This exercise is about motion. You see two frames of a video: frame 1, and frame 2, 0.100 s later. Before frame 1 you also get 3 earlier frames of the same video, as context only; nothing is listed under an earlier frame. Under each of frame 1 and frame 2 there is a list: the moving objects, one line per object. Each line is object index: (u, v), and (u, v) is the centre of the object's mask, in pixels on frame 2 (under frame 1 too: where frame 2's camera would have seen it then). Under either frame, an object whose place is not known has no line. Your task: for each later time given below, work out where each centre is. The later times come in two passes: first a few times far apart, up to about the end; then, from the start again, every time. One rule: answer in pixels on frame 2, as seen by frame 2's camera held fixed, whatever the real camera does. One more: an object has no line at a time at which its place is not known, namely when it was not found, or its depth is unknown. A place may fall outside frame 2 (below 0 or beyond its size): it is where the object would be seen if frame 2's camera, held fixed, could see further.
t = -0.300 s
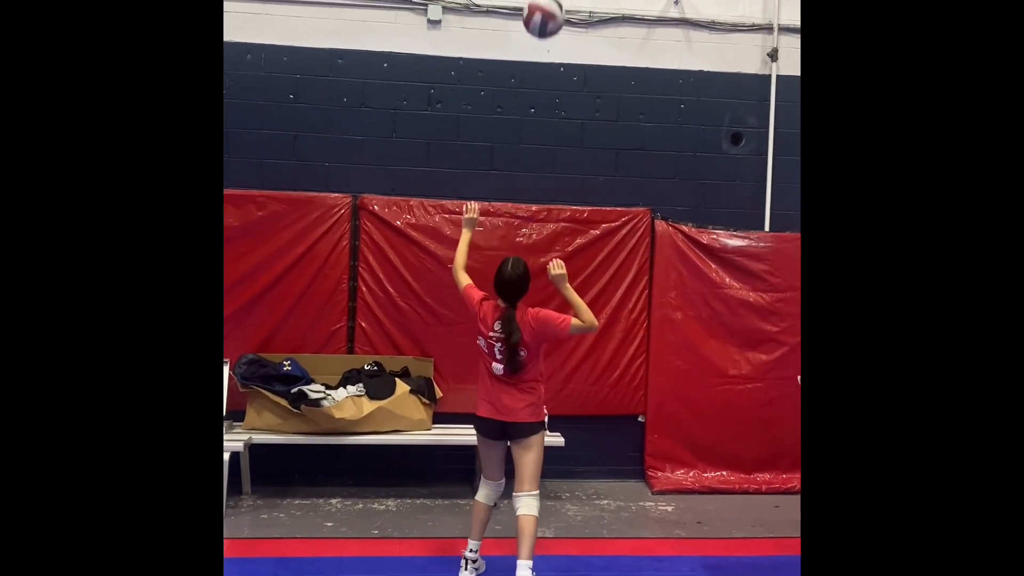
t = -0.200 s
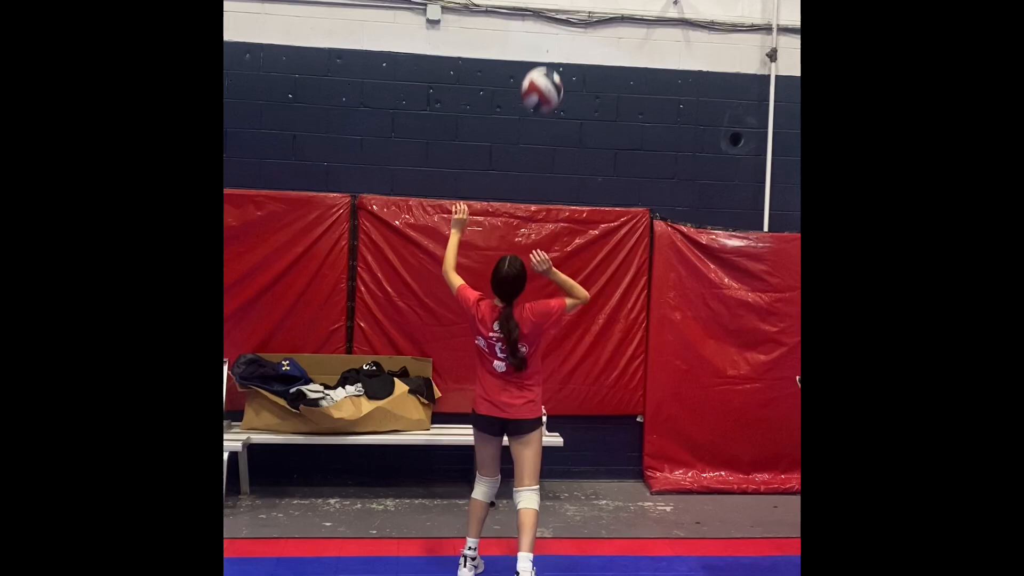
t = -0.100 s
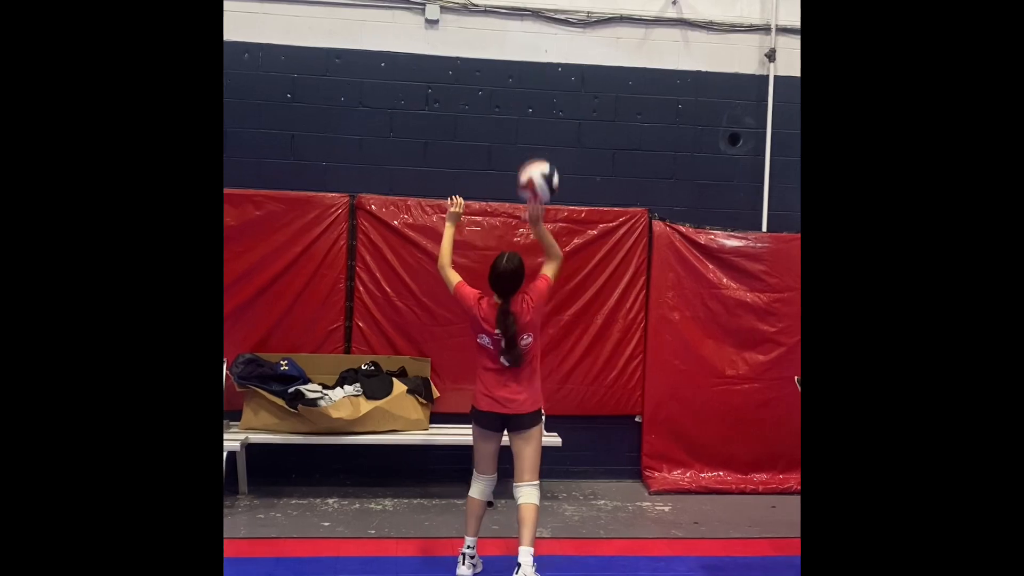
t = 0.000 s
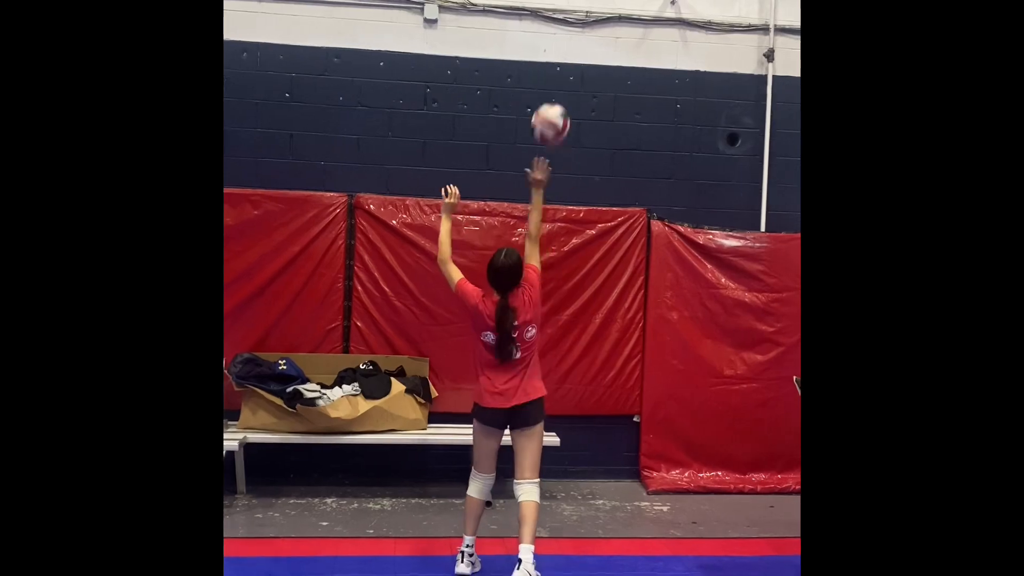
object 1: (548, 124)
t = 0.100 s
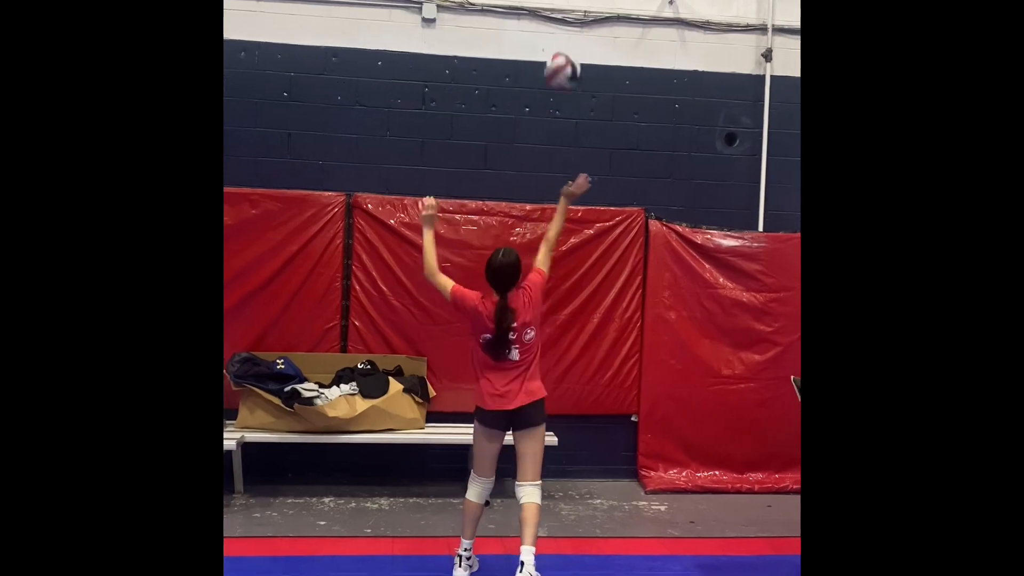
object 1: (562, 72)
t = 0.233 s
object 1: (577, 36)
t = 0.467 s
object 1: (595, 49)
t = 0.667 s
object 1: (630, 47)
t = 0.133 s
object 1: (566, 59)
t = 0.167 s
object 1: (570, 49)
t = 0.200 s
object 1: (574, 41)
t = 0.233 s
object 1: (577, 36)
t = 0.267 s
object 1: (580, 33)
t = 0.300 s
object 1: (583, 31)
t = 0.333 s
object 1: (586, 31)
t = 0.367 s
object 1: (588, 34)
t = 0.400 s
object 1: (591, 37)
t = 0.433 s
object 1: (593, 42)
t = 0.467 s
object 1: (595, 49)
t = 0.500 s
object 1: (598, 50)
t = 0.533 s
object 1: (605, 47)
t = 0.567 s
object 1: (611, 45)
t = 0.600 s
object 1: (618, 44)
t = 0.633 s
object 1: (624, 45)
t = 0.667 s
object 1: (630, 47)
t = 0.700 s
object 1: (638, 51)
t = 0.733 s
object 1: (644, 57)
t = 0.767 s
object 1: (652, 64)
